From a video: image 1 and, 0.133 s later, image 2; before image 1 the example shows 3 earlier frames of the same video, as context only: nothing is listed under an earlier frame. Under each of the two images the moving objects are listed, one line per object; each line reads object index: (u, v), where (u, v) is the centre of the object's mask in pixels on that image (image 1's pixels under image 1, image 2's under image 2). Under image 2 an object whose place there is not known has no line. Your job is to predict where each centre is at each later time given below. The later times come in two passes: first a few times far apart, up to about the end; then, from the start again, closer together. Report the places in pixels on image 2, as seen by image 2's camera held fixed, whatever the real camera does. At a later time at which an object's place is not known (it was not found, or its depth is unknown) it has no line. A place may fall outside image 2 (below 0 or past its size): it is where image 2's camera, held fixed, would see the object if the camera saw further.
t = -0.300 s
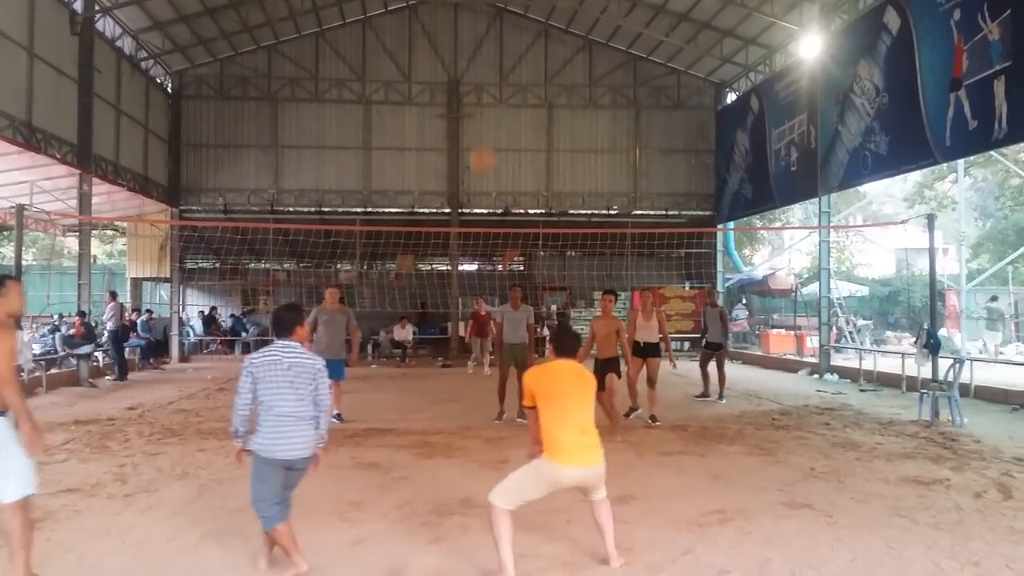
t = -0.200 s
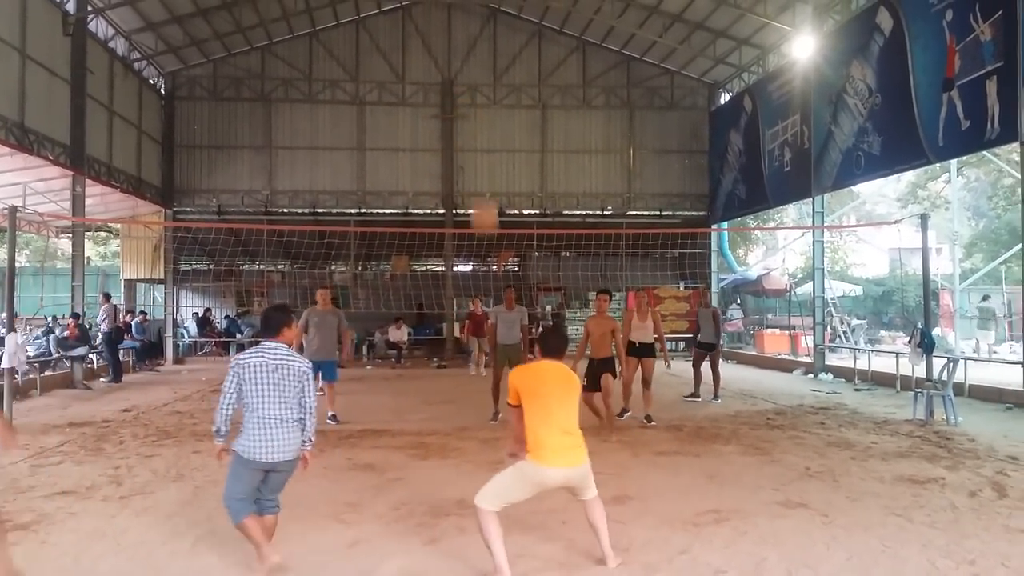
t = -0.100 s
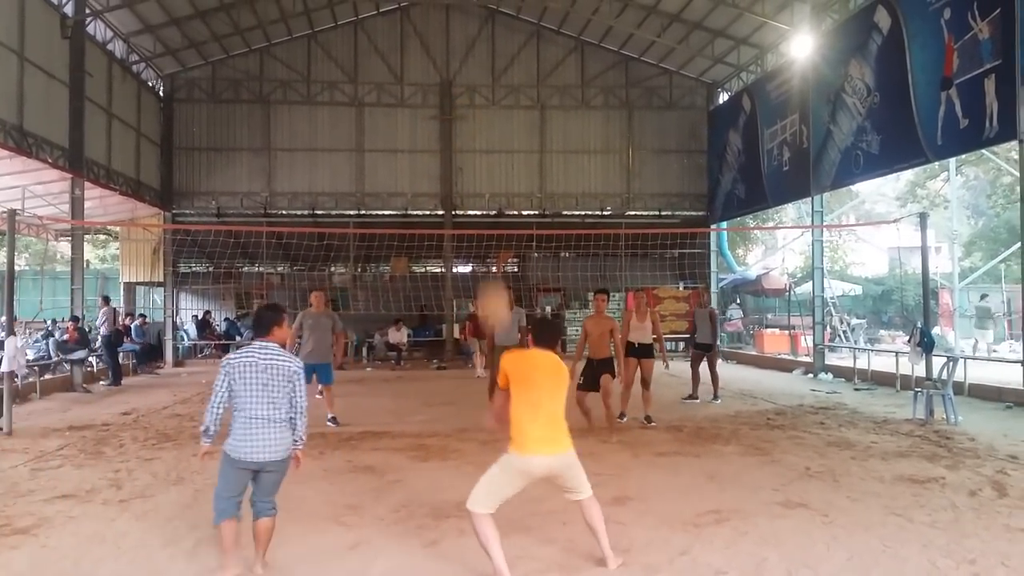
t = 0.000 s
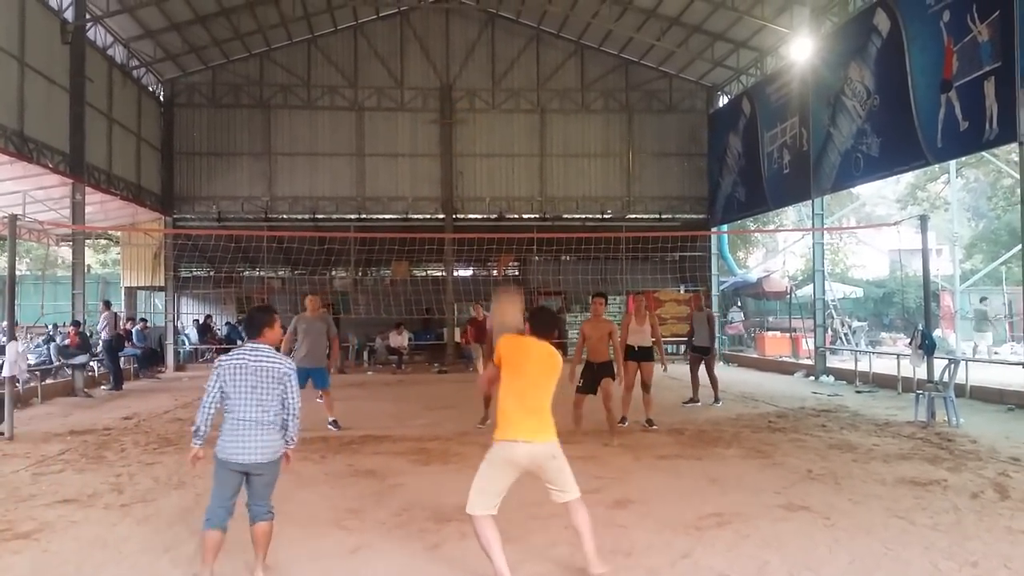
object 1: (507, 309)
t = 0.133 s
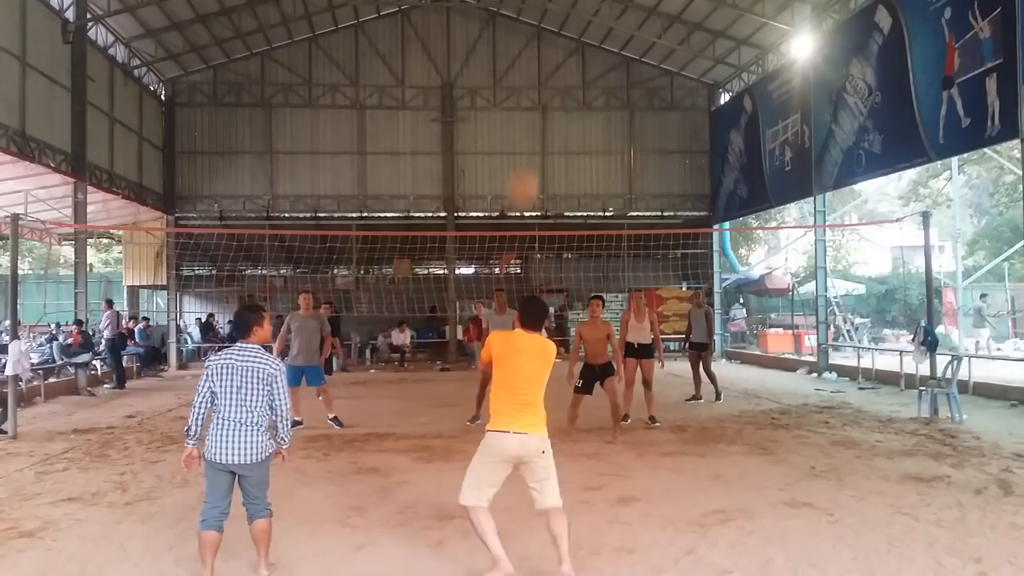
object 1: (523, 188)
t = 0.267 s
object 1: (535, 104)
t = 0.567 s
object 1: (557, 24)
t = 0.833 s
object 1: (574, 44)
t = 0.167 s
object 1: (525, 164)
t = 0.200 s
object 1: (528, 141)
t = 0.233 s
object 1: (531, 122)
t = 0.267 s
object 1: (535, 104)
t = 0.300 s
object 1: (537, 89)
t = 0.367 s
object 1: (543, 63)
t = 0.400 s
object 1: (545, 53)
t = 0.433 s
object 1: (548, 45)
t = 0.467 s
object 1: (551, 37)
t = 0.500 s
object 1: (553, 31)
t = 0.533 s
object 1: (555, 27)
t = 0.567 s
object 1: (557, 24)
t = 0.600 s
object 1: (560, 23)
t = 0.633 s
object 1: (562, 22)
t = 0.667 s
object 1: (563, 23)
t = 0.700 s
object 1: (566, 25)
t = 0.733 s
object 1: (568, 29)
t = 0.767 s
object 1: (571, 33)
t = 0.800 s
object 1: (572, 38)
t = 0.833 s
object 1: (574, 44)
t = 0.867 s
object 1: (577, 51)
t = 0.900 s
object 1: (579, 60)
